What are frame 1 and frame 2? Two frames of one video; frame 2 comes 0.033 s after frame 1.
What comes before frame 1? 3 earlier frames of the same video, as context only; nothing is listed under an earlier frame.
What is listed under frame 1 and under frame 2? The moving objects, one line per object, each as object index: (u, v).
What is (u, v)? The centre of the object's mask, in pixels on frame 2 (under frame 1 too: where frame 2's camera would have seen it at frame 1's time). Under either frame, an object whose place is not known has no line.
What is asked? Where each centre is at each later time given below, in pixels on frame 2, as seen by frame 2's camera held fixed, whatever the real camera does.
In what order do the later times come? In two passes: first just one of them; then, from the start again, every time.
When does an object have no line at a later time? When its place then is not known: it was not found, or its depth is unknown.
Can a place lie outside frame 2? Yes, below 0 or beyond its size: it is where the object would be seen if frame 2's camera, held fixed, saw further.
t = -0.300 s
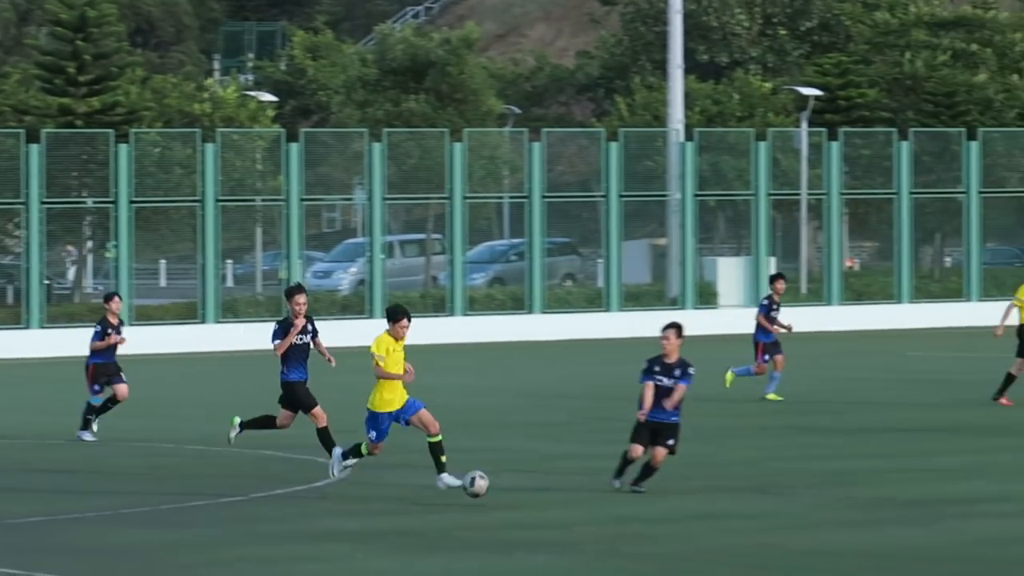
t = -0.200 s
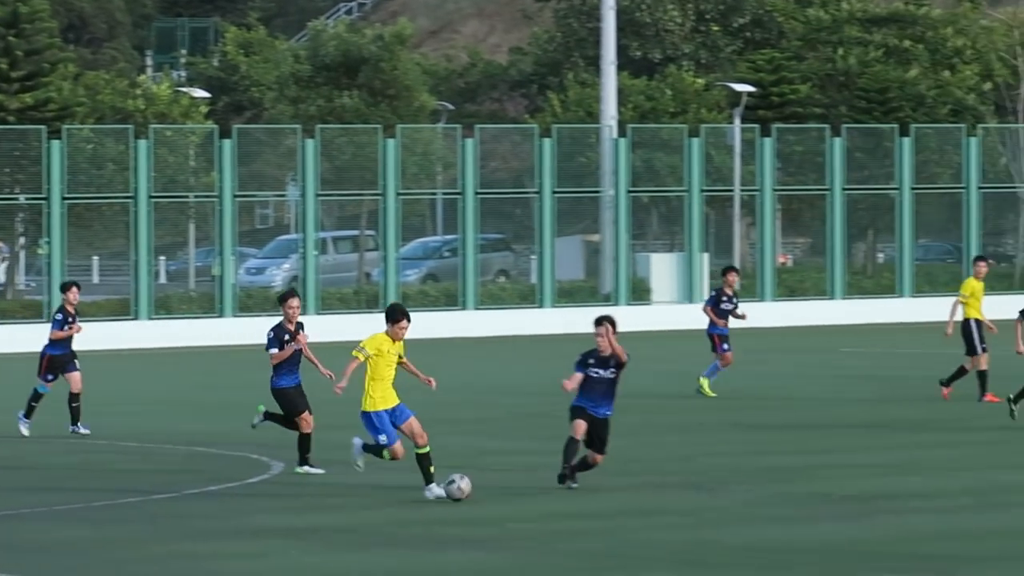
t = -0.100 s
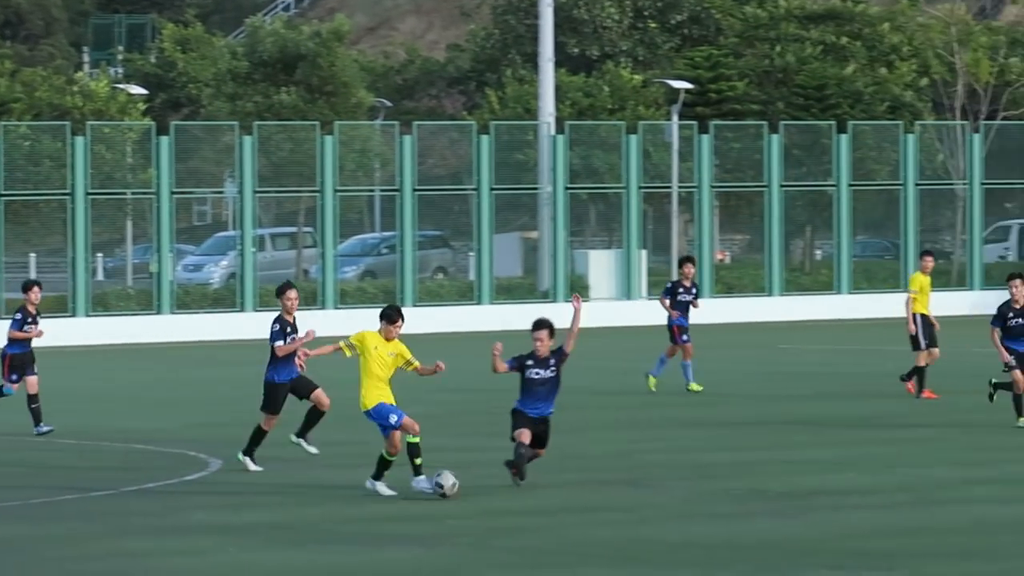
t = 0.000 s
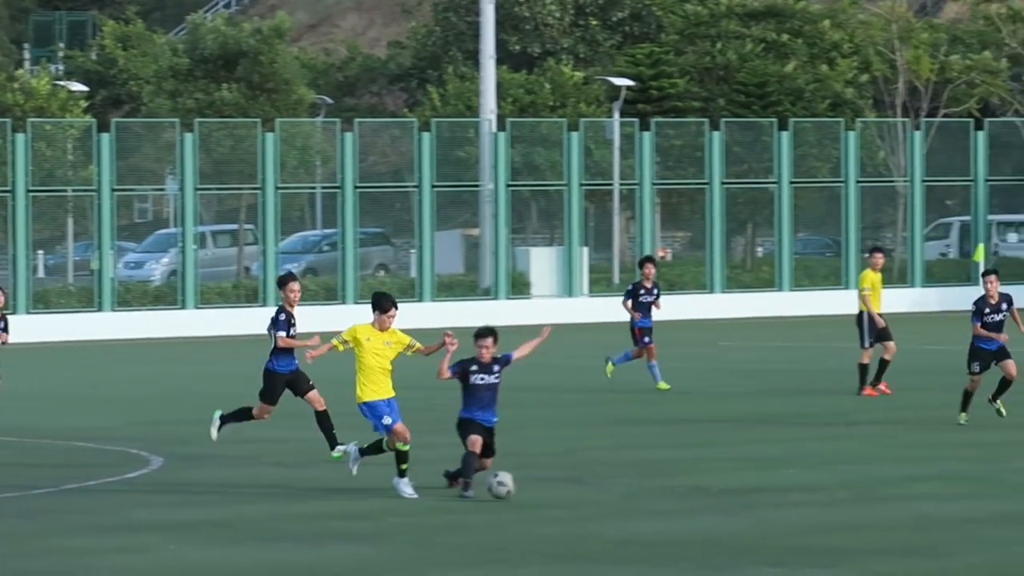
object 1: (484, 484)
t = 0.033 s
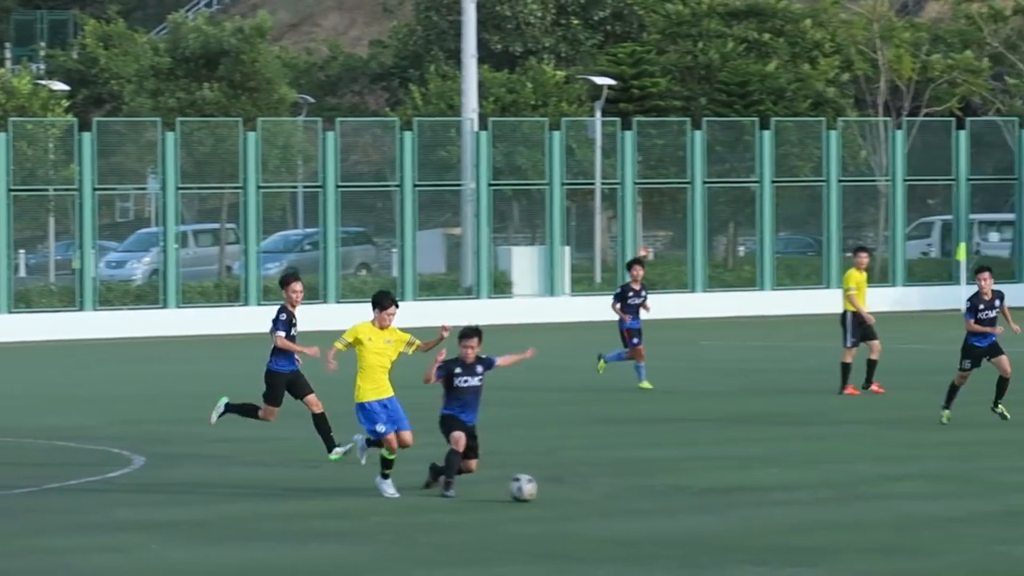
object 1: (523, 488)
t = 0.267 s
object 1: (778, 494)
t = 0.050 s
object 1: (541, 488)
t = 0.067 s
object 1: (559, 487)
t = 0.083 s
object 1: (577, 487)
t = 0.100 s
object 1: (594, 487)
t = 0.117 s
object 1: (613, 487)
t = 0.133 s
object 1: (631, 487)
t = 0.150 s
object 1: (649, 489)
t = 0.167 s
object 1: (667, 490)
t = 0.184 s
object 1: (687, 491)
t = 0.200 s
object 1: (707, 493)
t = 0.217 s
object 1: (725, 495)
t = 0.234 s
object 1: (743, 496)
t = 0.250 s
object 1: (760, 495)
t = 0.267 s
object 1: (778, 494)
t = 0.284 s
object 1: (796, 493)
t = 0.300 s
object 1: (814, 493)
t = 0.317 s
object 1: (833, 493)
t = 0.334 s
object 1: (850, 492)
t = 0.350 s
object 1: (868, 493)
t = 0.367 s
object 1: (886, 495)
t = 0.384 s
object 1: (905, 496)
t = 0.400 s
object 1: (923, 498)
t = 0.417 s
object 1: (942, 501)
